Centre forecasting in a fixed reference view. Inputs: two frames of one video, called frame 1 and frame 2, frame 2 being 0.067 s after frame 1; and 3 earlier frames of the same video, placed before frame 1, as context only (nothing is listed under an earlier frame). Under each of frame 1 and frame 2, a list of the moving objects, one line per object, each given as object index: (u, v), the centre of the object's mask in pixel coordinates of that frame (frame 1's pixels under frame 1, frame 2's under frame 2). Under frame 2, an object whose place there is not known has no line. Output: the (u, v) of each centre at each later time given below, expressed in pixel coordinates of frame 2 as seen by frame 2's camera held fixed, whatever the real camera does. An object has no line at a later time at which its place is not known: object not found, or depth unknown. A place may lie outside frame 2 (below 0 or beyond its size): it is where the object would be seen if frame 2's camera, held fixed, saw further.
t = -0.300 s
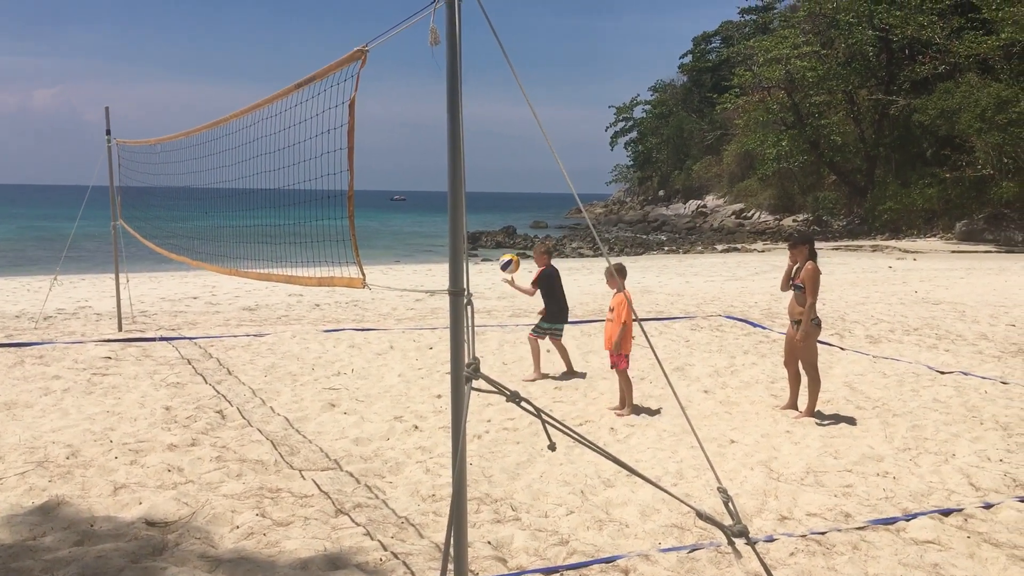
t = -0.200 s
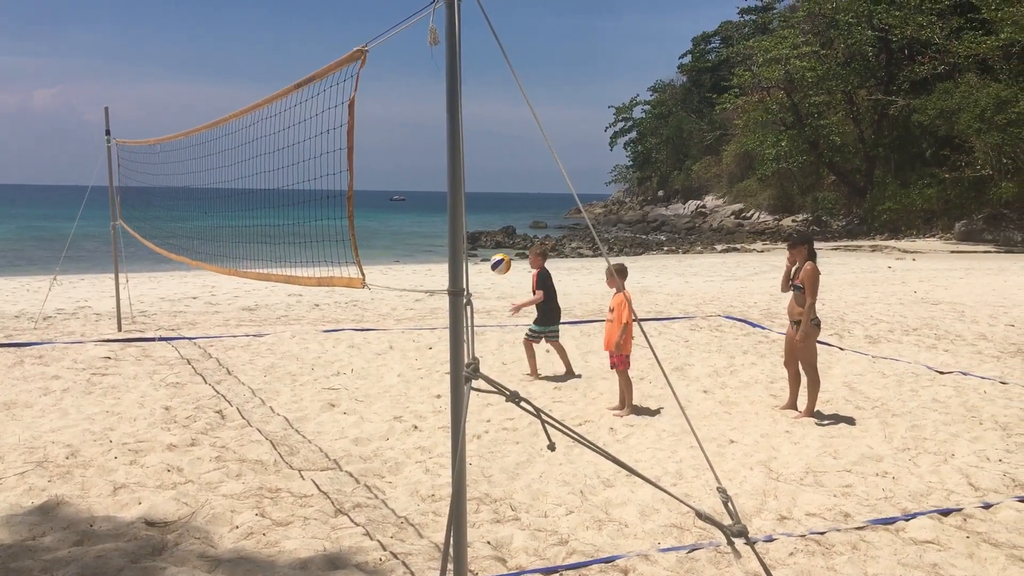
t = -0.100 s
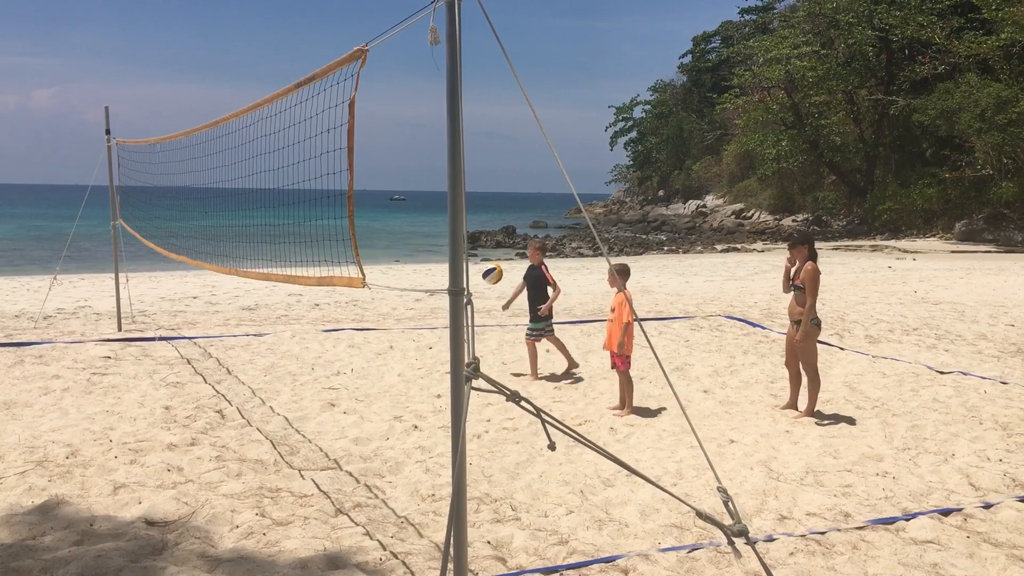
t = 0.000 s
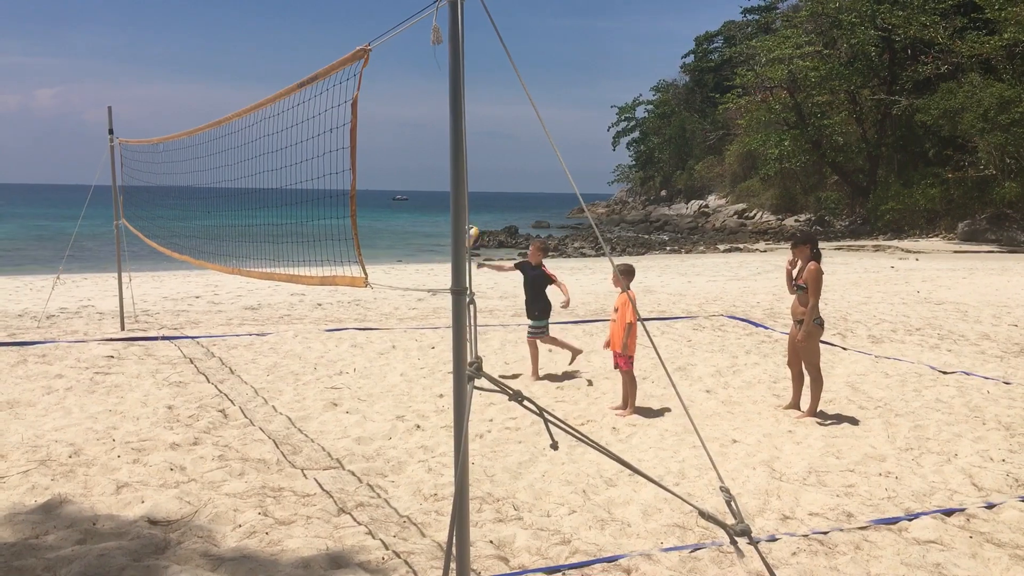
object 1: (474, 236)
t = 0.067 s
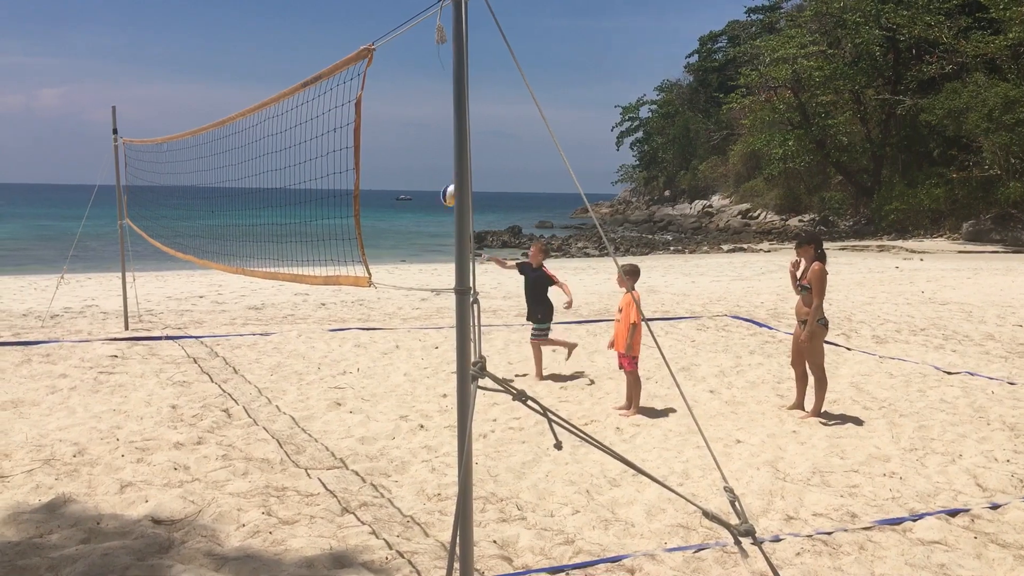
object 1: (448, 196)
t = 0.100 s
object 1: (440, 176)
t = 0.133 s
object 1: (428, 157)
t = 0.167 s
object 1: (416, 139)
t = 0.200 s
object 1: (404, 122)
